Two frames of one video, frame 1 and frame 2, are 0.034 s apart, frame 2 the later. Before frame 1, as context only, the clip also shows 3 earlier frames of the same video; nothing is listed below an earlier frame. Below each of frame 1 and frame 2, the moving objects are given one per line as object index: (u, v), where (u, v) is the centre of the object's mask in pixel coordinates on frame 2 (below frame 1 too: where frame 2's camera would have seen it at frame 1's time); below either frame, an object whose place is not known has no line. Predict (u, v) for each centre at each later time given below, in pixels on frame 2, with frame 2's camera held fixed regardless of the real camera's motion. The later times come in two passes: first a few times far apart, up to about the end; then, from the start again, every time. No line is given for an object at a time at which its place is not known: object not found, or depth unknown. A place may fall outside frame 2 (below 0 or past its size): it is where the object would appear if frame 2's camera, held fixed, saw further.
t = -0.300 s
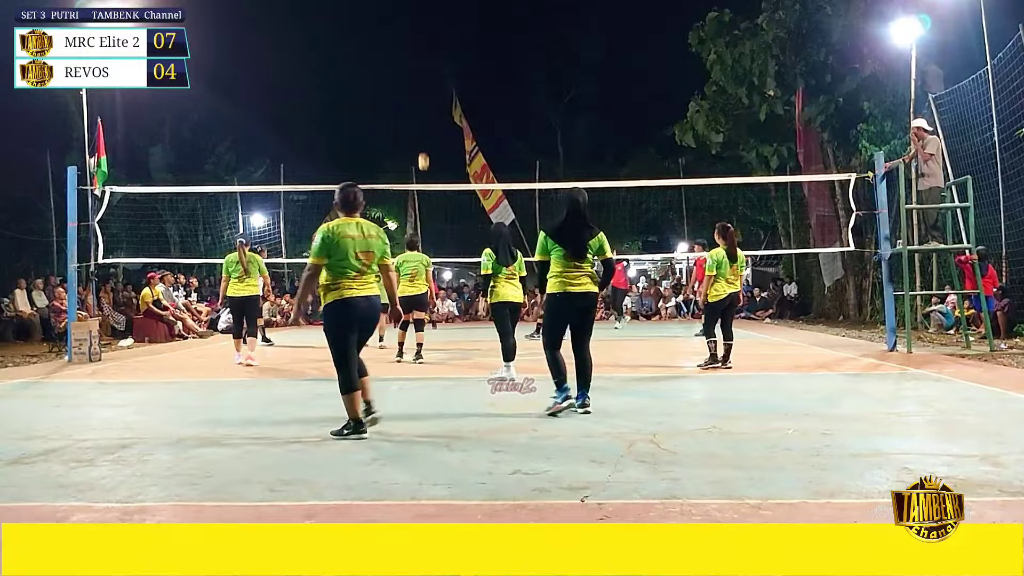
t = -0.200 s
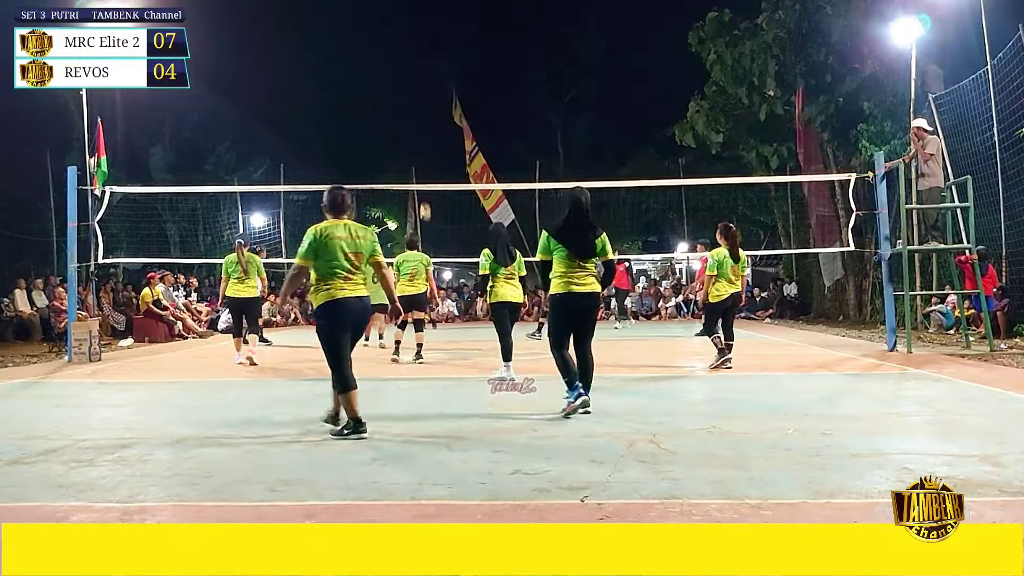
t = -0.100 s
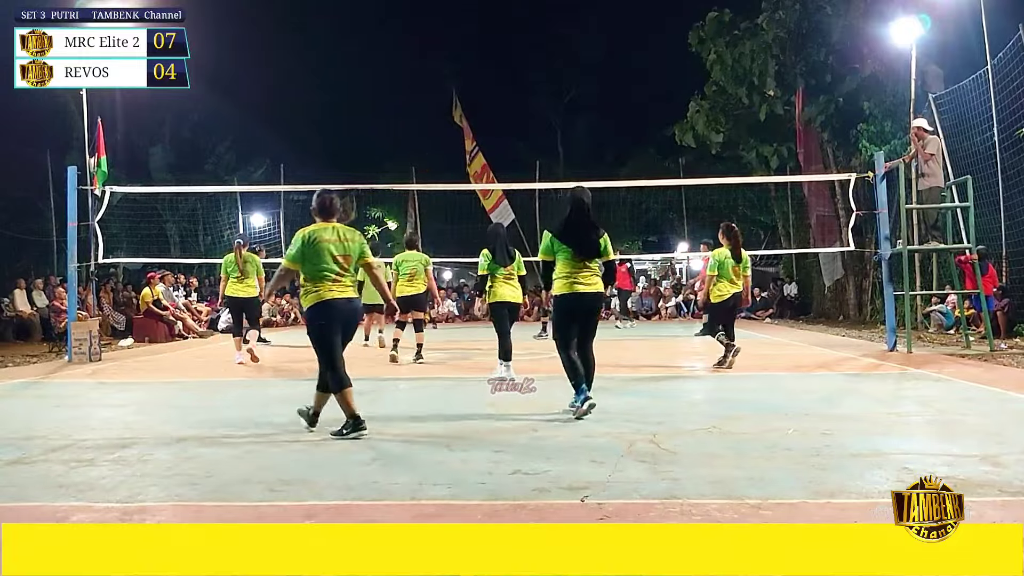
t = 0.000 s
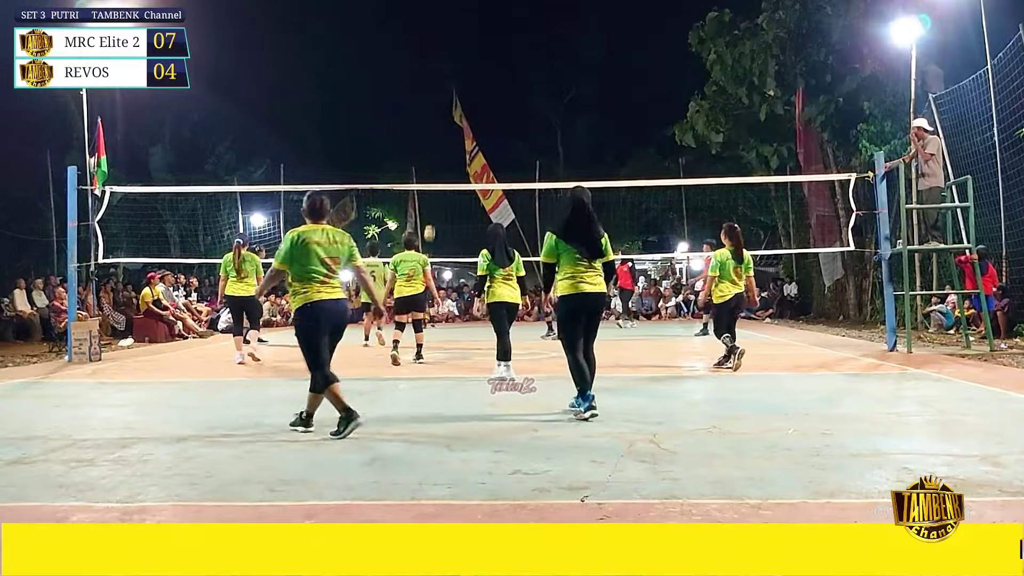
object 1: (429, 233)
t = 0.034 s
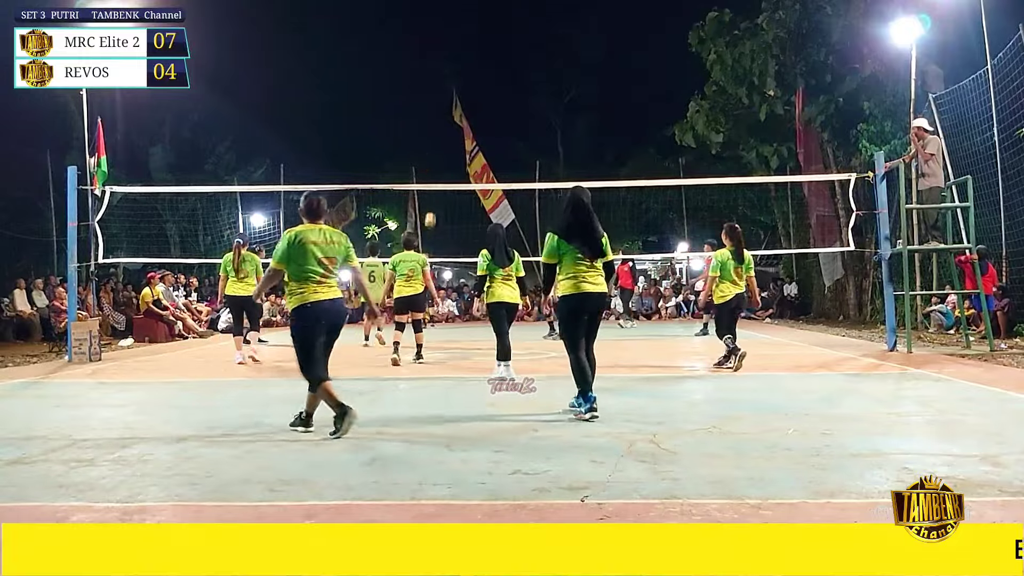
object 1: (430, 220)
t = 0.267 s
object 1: (435, 139)
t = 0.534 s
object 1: (442, 77)
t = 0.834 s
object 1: (451, 51)
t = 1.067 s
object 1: (461, 72)
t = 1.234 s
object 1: (469, 109)
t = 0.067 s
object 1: (431, 207)
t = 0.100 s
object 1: (431, 196)
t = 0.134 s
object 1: (432, 181)
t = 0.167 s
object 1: (433, 171)
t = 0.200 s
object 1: (433, 160)
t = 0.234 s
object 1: (434, 150)
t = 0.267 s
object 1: (435, 139)
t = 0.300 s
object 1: (436, 130)
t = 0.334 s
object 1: (436, 121)
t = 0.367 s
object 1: (437, 112)
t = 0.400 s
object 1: (438, 104)
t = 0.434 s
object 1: (439, 96)
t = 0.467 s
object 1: (440, 89)
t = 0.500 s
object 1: (441, 83)
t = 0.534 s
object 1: (442, 77)
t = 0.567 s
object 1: (443, 72)
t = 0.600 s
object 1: (444, 67)
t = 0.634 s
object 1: (444, 63)
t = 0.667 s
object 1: (446, 59)
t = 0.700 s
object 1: (447, 56)
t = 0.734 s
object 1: (448, 54)
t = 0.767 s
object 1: (449, 52)
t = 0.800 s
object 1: (450, 52)
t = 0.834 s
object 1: (451, 51)
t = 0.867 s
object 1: (454, 52)
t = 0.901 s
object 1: (455, 54)
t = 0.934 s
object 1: (456, 56)
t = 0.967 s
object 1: (458, 59)
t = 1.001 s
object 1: (459, 63)
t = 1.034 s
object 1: (460, 67)
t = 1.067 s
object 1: (461, 72)
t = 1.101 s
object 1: (463, 78)
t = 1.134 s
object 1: (464, 85)
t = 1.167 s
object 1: (466, 92)
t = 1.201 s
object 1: (467, 100)
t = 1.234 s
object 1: (469, 109)
